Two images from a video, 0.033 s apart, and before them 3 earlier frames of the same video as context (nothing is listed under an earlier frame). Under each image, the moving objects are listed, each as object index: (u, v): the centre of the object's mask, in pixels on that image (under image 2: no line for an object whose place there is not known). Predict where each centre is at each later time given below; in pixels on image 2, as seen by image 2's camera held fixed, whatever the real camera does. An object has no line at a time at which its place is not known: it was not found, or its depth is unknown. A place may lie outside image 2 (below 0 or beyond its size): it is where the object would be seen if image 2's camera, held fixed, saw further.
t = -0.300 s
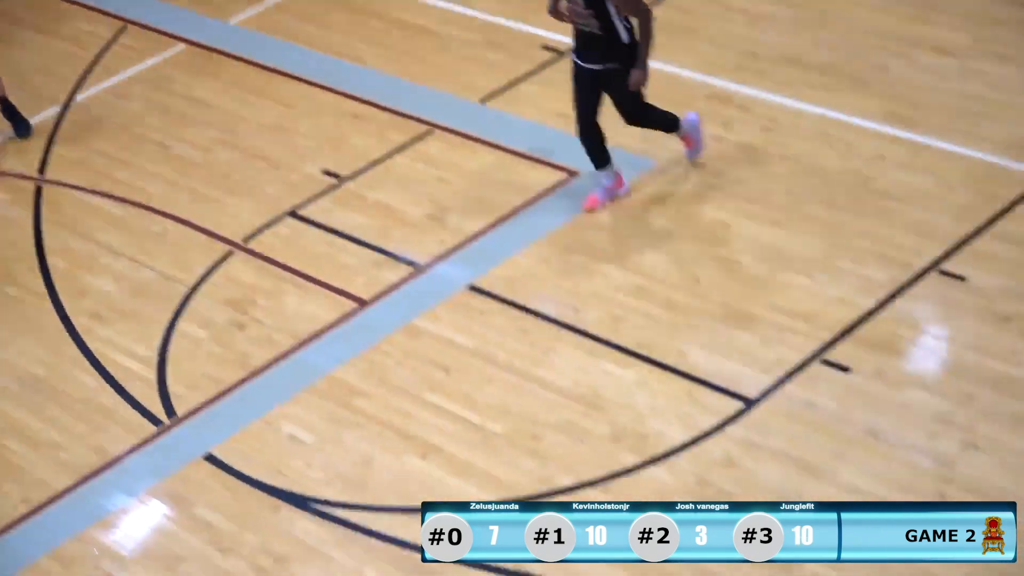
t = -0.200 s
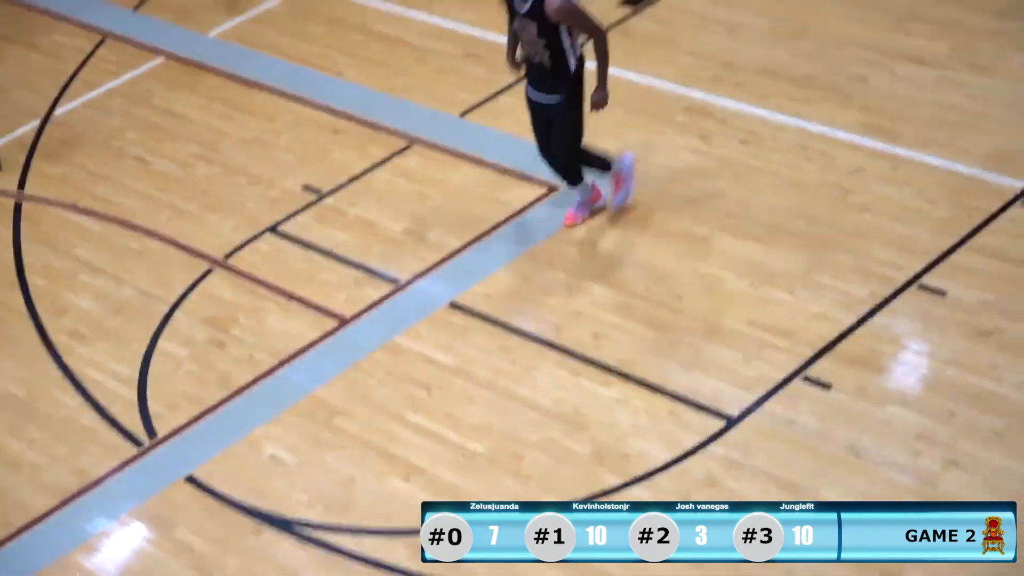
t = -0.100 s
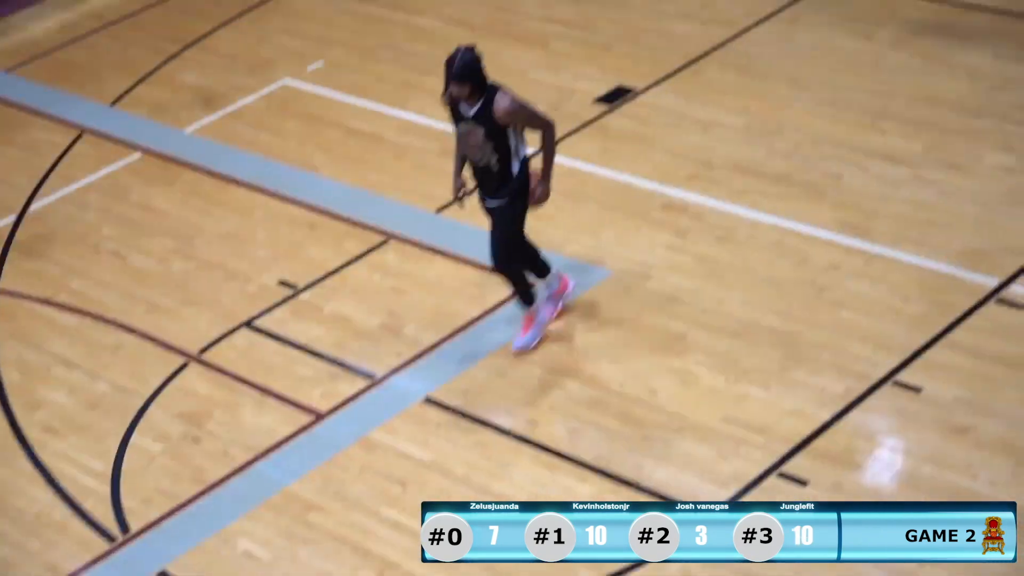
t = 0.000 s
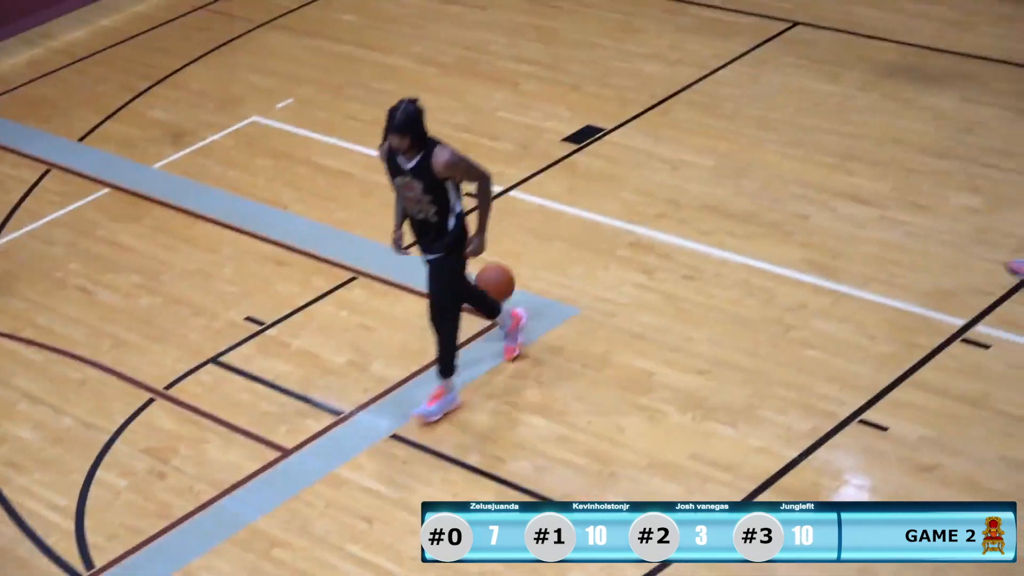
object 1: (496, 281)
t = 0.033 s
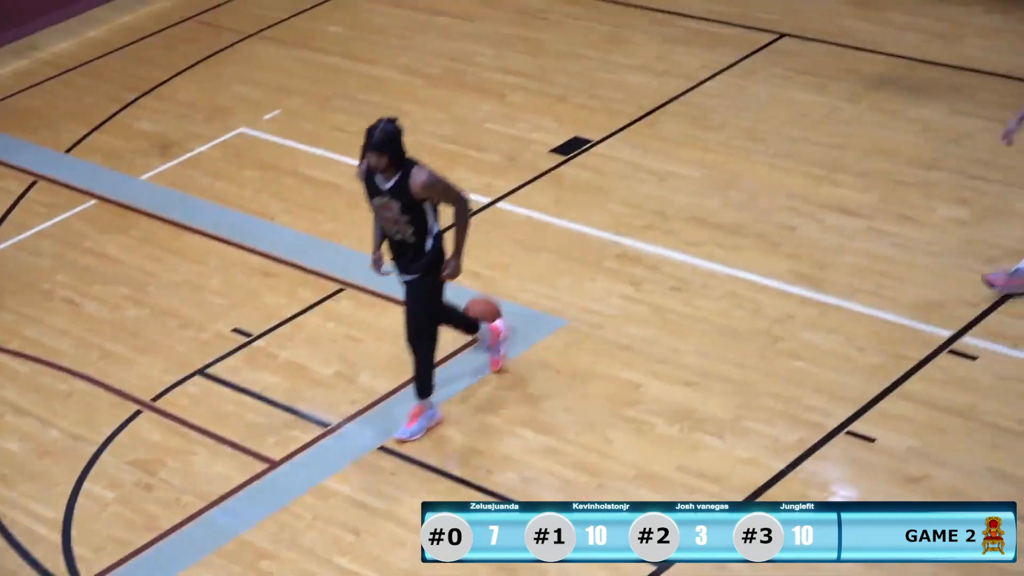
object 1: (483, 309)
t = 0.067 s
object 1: (478, 312)
